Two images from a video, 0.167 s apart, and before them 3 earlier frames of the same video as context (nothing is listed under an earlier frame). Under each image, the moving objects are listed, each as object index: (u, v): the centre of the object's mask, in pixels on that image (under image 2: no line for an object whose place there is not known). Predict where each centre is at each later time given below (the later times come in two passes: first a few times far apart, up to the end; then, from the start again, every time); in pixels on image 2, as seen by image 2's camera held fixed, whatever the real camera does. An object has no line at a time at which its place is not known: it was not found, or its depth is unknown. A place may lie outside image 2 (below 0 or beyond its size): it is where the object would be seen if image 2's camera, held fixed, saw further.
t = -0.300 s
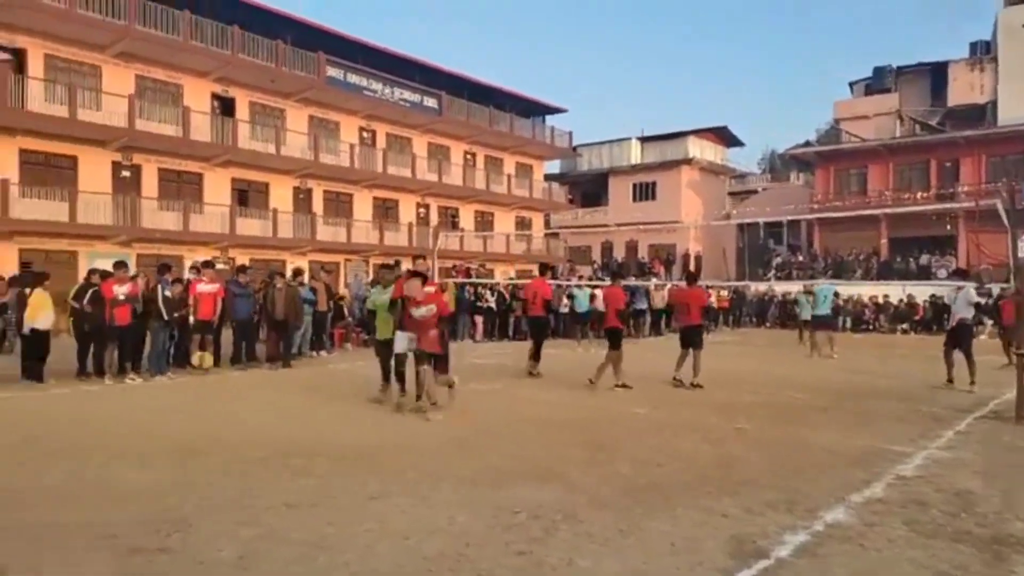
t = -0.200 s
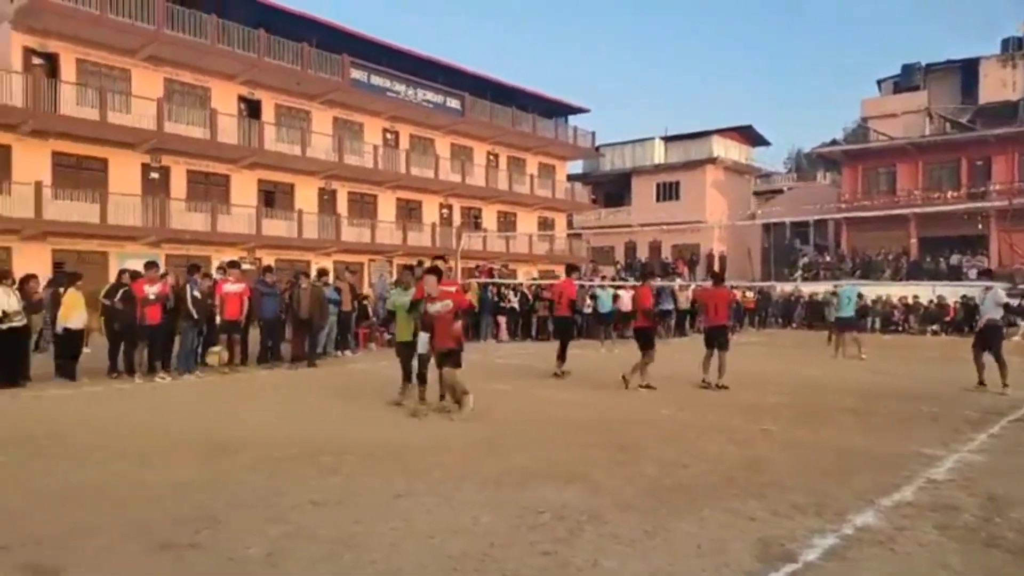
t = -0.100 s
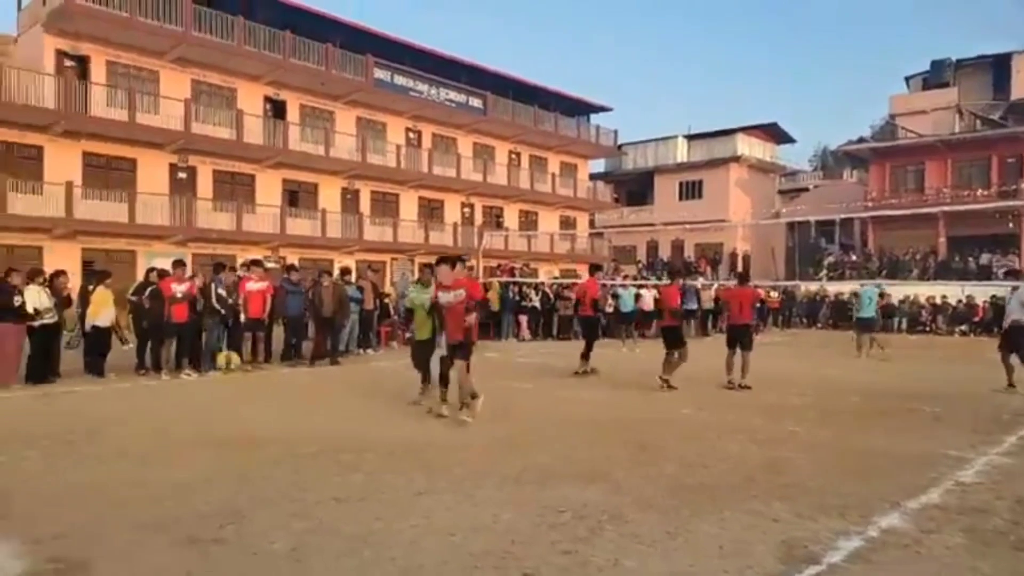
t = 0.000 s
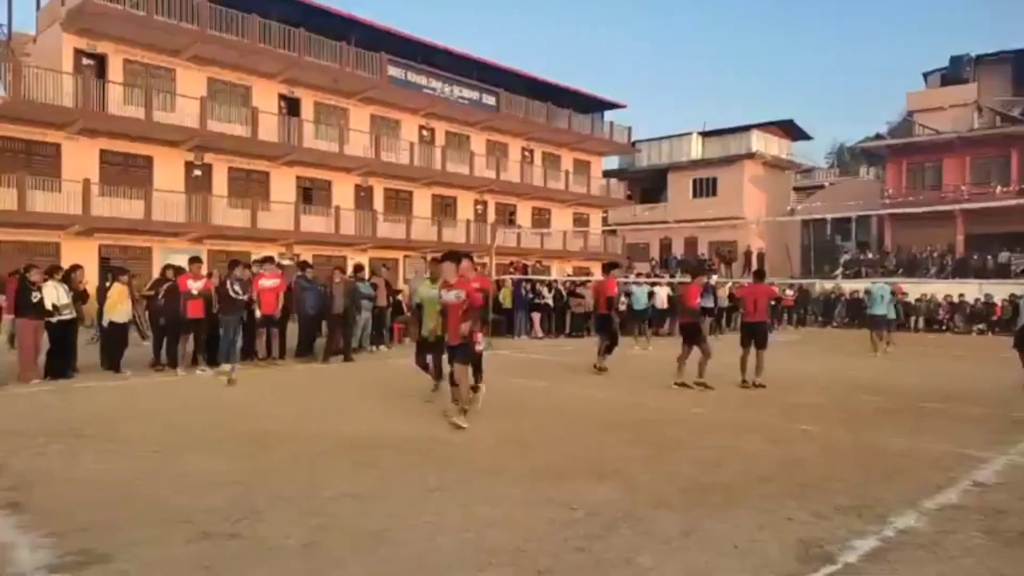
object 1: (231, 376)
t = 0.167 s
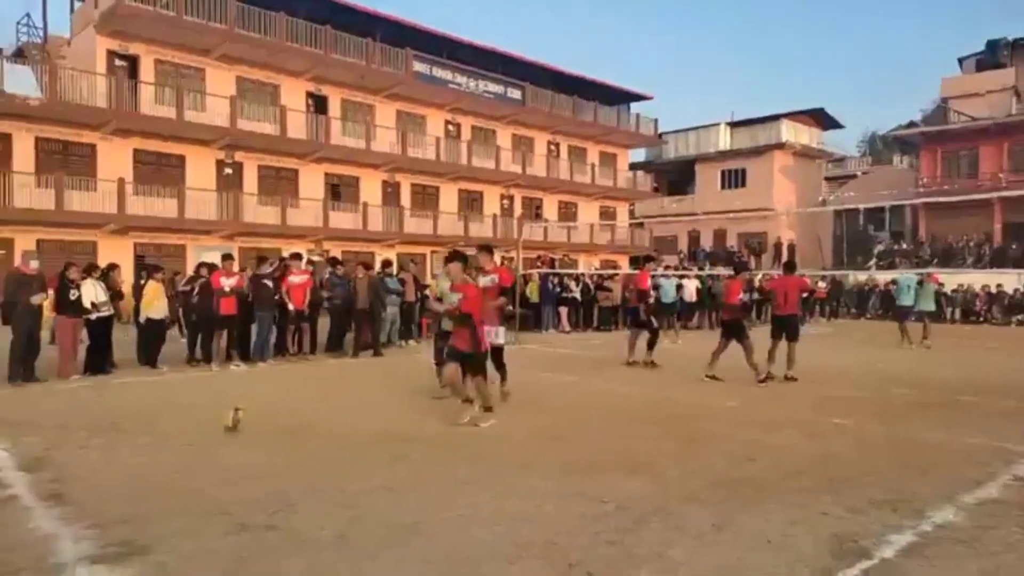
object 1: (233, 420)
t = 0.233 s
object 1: (223, 405)
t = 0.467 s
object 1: (170, 396)
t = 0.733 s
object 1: (99, 460)
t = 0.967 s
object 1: (13, 469)
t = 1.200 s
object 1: (-103, 515)
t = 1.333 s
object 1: (-187, 538)
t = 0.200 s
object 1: (227, 411)
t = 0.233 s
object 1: (223, 405)
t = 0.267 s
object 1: (215, 400)
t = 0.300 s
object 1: (208, 397)
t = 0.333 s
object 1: (201, 394)
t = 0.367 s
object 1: (192, 393)
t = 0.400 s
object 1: (186, 391)
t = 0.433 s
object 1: (178, 394)
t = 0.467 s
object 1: (170, 396)
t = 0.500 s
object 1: (162, 401)
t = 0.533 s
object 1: (156, 407)
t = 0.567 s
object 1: (147, 415)
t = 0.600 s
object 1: (139, 424)
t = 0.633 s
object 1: (126, 437)
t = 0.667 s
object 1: (116, 451)
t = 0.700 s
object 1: (108, 467)
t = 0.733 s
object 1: (99, 460)
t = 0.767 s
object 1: (88, 456)
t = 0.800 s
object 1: (76, 452)
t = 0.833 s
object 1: (64, 453)
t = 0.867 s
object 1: (52, 455)
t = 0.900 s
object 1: (38, 459)
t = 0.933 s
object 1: (25, 464)
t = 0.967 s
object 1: (13, 469)
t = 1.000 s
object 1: (-2, 478)
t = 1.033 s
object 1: (-18, 489)
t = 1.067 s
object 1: (-38, 506)
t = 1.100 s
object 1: (-54, 525)
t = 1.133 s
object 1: (-72, 520)
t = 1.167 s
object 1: (-87, 518)
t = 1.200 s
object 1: (-103, 515)
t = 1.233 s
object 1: (-123, 518)
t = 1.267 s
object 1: (-143, 521)
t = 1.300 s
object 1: (-167, 529)
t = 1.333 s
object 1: (-187, 538)
